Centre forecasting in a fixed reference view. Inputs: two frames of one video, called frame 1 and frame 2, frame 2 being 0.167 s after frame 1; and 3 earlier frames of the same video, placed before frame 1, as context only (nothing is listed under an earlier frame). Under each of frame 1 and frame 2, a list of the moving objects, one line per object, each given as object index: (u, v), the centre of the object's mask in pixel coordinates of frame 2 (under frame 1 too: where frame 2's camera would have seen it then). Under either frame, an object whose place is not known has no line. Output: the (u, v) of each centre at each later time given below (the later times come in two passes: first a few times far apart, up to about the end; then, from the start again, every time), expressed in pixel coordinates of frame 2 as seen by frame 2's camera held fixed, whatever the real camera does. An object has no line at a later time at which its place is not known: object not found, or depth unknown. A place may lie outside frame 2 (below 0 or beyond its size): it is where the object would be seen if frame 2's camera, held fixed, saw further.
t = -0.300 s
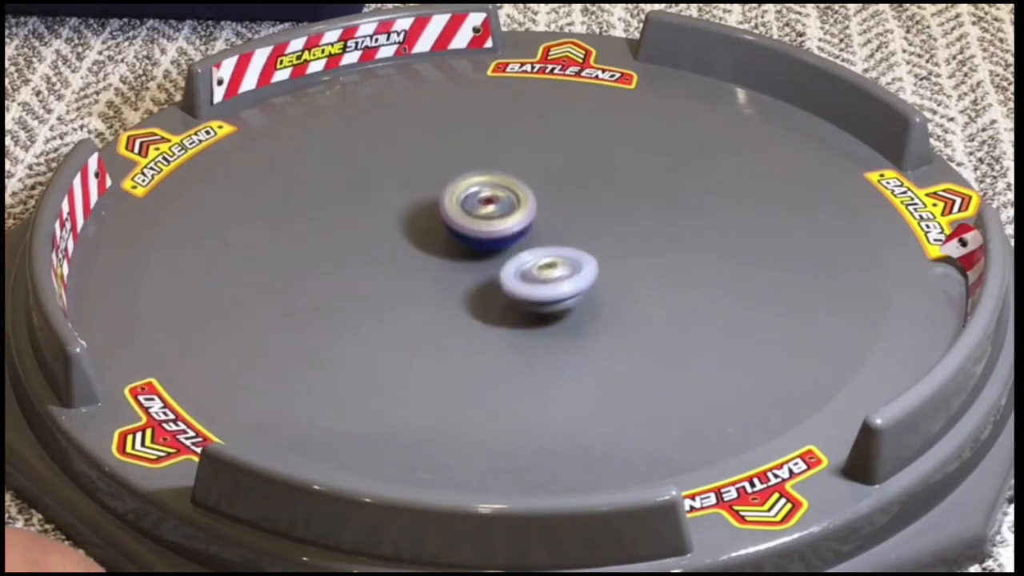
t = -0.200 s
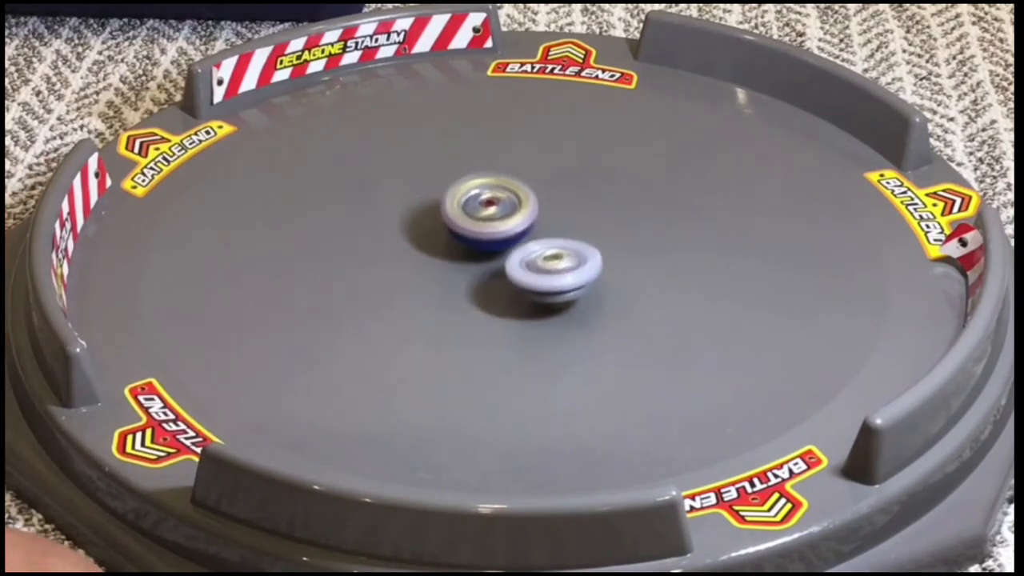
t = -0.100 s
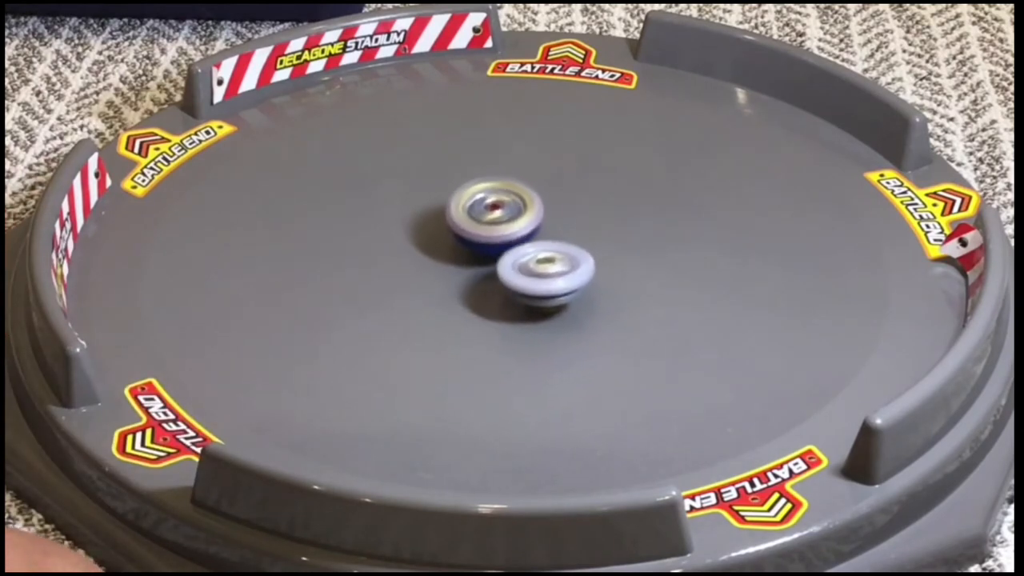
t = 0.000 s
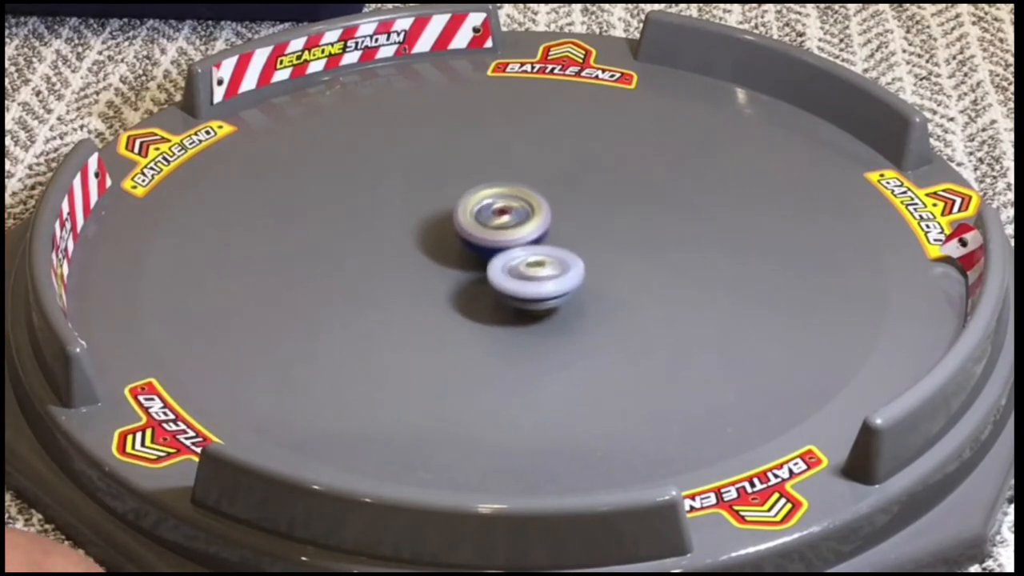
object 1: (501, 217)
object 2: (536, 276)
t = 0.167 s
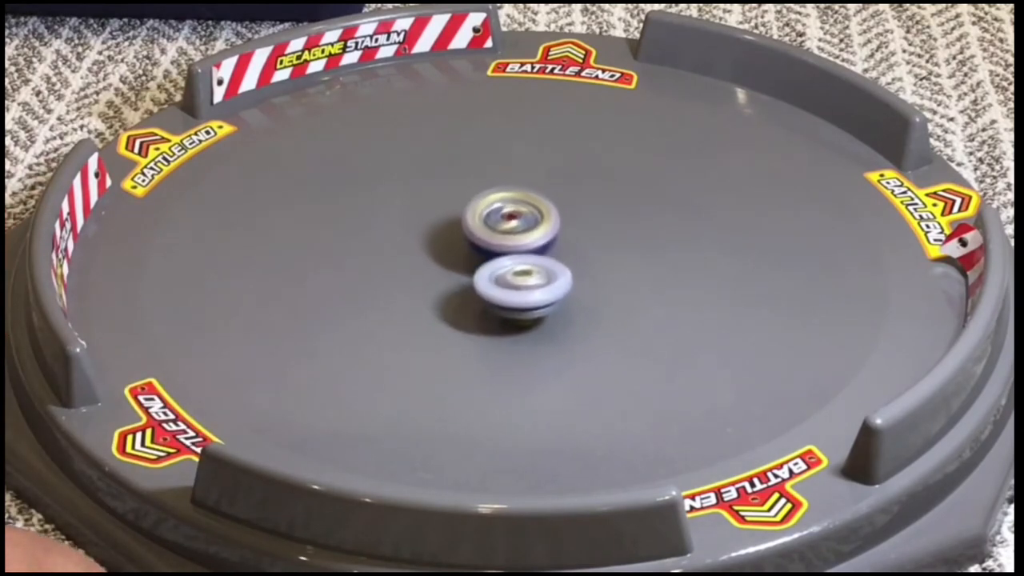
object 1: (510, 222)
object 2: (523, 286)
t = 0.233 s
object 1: (514, 224)
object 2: (515, 289)
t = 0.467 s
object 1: (525, 230)
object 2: (495, 290)
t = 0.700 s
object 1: (573, 199)
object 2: (436, 315)
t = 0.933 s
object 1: (578, 195)
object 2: (391, 315)
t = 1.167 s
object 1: (574, 202)
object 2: (357, 307)
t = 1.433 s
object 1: (563, 231)
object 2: (344, 290)
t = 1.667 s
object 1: (529, 267)
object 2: (356, 273)
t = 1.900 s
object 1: (517, 286)
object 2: (385, 258)
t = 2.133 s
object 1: (510, 288)
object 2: (426, 250)
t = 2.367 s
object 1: (514, 292)
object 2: (454, 235)
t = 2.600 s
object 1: (522, 300)
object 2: (490, 230)
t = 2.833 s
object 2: (515, 238)
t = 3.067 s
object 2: (546, 238)
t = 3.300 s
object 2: (566, 240)
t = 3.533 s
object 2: (551, 255)
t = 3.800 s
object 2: (530, 266)
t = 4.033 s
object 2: (507, 244)
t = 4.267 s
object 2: (474, 235)
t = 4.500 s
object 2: (454, 222)
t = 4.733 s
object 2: (451, 213)
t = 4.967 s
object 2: (461, 206)
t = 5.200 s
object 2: (488, 192)
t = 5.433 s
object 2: (505, 198)
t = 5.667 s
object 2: (517, 213)
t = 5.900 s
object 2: (524, 212)
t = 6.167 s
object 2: (522, 205)
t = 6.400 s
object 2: (510, 215)
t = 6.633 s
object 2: (493, 230)
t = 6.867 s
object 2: (478, 248)
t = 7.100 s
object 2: (454, 217)
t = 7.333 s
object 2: (421, 142)
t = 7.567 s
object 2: (418, 133)
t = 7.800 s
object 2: (435, 139)
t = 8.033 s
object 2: (459, 160)
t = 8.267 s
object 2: (483, 204)
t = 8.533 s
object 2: (478, 274)
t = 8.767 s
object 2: (447, 323)
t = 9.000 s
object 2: (397, 346)
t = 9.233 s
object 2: (374, 340)
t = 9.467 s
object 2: (373, 322)
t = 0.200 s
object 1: (512, 223)
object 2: (519, 287)
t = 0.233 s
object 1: (514, 224)
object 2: (515, 289)
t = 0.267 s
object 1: (516, 224)
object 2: (511, 291)
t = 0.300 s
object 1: (518, 224)
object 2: (507, 292)
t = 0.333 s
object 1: (519, 225)
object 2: (504, 292)
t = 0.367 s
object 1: (521, 226)
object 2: (501, 292)
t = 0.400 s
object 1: (522, 227)
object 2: (499, 292)
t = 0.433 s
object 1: (523, 228)
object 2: (497, 291)
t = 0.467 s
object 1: (525, 230)
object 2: (495, 290)
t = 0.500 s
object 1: (528, 230)
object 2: (490, 291)
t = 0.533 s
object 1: (536, 225)
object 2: (476, 300)
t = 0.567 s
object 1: (546, 217)
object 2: (465, 306)
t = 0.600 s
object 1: (555, 212)
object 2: (457, 310)
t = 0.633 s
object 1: (562, 206)
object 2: (449, 312)
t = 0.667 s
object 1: (568, 202)
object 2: (443, 313)
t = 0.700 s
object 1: (573, 199)
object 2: (436, 315)
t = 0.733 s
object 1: (577, 197)
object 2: (430, 315)
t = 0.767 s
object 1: (578, 196)
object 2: (423, 317)
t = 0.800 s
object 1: (580, 196)
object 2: (416, 317)
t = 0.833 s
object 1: (580, 195)
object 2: (410, 316)
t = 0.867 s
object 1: (580, 195)
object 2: (404, 316)
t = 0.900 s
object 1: (579, 195)
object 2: (397, 315)
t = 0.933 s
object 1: (578, 195)
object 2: (391, 315)
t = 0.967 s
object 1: (577, 196)
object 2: (385, 315)
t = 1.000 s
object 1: (576, 196)
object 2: (380, 314)
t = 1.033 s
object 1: (575, 197)
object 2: (375, 312)
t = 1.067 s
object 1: (574, 198)
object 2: (369, 312)
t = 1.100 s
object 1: (574, 199)
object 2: (365, 309)
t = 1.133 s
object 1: (573, 201)
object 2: (361, 308)
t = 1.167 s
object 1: (574, 202)
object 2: (357, 307)
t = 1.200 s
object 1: (573, 205)
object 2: (354, 304)
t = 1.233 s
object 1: (573, 208)
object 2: (351, 302)
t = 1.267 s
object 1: (573, 210)
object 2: (349, 300)
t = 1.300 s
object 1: (572, 214)
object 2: (347, 299)
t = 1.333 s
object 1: (572, 218)
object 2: (346, 296)
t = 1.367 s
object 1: (569, 222)
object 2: (345, 294)
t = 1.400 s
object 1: (567, 226)
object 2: (344, 292)
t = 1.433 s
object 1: (563, 231)
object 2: (344, 290)
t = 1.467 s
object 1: (558, 237)
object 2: (344, 287)
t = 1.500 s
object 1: (554, 242)
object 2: (346, 285)
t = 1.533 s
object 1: (548, 247)
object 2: (347, 282)
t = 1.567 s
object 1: (542, 252)
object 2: (348, 280)
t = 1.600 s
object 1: (537, 257)
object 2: (351, 278)
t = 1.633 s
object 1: (533, 262)
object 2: (353, 275)
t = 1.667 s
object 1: (529, 267)
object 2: (356, 273)
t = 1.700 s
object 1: (527, 270)
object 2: (359, 271)
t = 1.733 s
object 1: (524, 275)
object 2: (363, 268)
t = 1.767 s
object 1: (522, 278)
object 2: (367, 266)
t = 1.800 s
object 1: (520, 280)
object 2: (371, 264)
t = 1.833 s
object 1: (519, 283)
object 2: (375, 262)
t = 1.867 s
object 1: (518, 285)
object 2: (380, 260)
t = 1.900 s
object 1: (517, 286)
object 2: (385, 258)
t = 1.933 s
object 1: (516, 287)
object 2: (390, 256)
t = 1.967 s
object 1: (514, 288)
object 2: (396, 255)
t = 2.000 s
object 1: (513, 288)
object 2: (401, 253)
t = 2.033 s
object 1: (512, 288)
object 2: (407, 252)
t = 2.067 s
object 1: (511, 288)
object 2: (414, 251)
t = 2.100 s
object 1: (511, 288)
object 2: (420, 251)
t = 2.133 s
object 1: (510, 288)
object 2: (426, 250)
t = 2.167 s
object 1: (511, 289)
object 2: (430, 248)
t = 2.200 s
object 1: (513, 290)
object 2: (432, 244)
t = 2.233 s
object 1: (514, 291)
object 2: (435, 241)
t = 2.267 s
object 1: (514, 292)
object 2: (439, 238)
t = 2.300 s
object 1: (514, 292)
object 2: (444, 237)
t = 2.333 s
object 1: (514, 292)
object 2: (449, 236)
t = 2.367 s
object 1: (514, 292)
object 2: (454, 235)
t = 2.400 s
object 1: (515, 291)
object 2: (458, 235)
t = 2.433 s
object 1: (515, 291)
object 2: (463, 235)
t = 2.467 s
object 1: (515, 290)
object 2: (468, 235)
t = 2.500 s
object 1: (516, 290)
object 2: (473, 233)
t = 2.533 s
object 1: (518, 294)
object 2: (479, 231)
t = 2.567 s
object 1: (520, 297)
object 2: (485, 230)
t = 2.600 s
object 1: (522, 300)
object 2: (490, 230)
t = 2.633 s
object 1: (525, 302)
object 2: (495, 230)
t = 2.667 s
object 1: (525, 304)
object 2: (499, 231)
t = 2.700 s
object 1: (527, 306)
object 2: (504, 232)
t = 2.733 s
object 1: (528, 307)
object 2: (507, 233)
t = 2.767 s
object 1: (529, 307)
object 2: (510, 235)
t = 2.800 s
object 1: (530, 307)
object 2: (513, 236)
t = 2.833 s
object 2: (515, 238)
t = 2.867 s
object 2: (517, 239)
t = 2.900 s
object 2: (519, 240)
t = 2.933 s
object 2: (521, 241)
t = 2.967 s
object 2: (524, 240)
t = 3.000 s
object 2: (529, 241)
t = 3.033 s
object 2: (536, 240)
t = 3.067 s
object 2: (546, 238)
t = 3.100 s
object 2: (553, 236)
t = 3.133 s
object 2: (558, 234)
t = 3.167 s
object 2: (562, 234)
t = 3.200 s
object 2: (564, 234)
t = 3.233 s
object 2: (566, 236)
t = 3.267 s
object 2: (566, 237)
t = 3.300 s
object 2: (566, 240)
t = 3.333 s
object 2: (566, 242)
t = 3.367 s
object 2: (564, 244)
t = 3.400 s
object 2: (562, 246)
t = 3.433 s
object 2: (560, 249)
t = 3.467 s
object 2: (557, 251)
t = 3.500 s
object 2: (554, 253)
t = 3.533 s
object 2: (551, 255)
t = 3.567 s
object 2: (548, 257)
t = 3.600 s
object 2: (545, 259)
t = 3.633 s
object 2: (542, 260)
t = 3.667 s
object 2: (539, 262)
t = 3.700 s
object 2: (537, 264)
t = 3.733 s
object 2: (535, 265)
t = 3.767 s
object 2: (532, 267)
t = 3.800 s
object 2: (530, 266)
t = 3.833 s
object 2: (527, 266)
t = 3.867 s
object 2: (523, 265)
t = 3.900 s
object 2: (521, 259)
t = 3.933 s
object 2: (518, 251)
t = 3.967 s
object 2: (515, 249)
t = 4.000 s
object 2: (512, 246)
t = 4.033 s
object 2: (507, 244)
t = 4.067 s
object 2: (502, 243)
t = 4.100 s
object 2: (497, 242)
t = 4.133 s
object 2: (492, 240)
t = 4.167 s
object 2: (487, 239)
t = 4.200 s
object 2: (483, 238)
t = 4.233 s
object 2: (478, 236)
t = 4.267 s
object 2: (474, 235)
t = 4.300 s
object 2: (470, 233)
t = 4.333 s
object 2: (466, 231)
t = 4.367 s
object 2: (463, 229)
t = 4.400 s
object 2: (460, 228)
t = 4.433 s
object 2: (458, 226)
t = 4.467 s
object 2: (456, 224)
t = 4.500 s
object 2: (454, 222)
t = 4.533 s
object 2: (452, 221)
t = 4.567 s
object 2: (451, 219)
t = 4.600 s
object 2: (451, 218)
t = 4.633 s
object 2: (450, 216)
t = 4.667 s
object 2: (450, 215)
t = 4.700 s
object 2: (450, 214)
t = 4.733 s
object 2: (451, 213)
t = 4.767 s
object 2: (451, 212)
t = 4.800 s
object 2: (452, 212)
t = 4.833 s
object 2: (454, 209)
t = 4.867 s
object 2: (455, 208)
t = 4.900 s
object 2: (457, 208)
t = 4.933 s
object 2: (459, 207)
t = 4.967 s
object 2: (461, 206)
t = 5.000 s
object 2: (464, 204)
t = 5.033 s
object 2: (470, 199)
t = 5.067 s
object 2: (475, 196)
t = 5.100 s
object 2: (479, 193)
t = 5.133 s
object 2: (482, 193)
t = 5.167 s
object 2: (486, 192)
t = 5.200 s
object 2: (488, 192)
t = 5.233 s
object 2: (491, 193)
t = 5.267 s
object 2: (493, 193)
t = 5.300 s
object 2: (496, 194)
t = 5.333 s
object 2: (498, 195)
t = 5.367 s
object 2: (500, 196)
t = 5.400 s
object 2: (503, 197)
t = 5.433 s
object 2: (505, 198)
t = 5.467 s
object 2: (507, 200)
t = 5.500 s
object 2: (510, 202)
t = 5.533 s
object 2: (511, 204)
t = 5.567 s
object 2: (513, 207)
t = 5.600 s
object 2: (515, 209)
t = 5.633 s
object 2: (516, 211)
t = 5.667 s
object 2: (517, 213)
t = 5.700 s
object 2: (517, 214)
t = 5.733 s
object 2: (518, 213)
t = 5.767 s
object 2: (521, 211)
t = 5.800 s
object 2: (523, 211)
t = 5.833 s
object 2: (524, 213)
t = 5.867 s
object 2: (523, 215)
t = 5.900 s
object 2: (524, 212)
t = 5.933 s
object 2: (524, 208)
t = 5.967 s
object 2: (524, 204)
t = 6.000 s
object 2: (524, 202)
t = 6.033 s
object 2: (524, 201)
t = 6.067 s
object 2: (524, 201)
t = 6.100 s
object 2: (523, 202)
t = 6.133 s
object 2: (523, 203)
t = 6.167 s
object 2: (522, 205)
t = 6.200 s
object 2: (520, 206)
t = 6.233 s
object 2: (519, 208)
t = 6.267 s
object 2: (517, 209)
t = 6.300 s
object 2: (516, 210)
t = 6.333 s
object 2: (514, 212)
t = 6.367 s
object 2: (512, 213)
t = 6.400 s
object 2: (510, 215)
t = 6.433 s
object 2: (508, 217)
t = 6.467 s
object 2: (506, 219)
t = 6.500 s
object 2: (504, 221)
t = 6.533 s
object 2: (501, 223)
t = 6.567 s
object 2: (499, 225)
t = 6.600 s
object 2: (496, 228)
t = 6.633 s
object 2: (493, 230)
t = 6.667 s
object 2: (491, 233)
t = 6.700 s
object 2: (488, 235)
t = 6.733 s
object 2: (486, 238)
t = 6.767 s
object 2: (484, 241)
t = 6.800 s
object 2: (481, 243)
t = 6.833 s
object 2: (480, 246)
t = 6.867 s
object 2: (478, 248)
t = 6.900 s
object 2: (476, 250)
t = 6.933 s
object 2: (474, 252)
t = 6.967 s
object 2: (472, 253)
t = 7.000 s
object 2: (470, 254)
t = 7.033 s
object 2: (468, 254)
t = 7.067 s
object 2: (463, 237)
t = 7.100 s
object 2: (454, 217)
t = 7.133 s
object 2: (445, 197)
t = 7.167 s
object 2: (439, 181)
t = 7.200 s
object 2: (434, 168)
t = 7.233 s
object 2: (430, 159)
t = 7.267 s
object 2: (427, 152)
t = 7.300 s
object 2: (424, 146)
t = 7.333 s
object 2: (421, 142)
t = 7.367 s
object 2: (418, 139)
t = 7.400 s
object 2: (417, 136)
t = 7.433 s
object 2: (416, 134)
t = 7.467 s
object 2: (416, 133)
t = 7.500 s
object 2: (416, 133)
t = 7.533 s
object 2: (417, 133)
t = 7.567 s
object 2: (418, 133)
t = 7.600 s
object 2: (420, 133)
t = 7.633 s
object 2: (421, 133)
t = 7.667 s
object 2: (423, 134)
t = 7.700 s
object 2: (426, 134)
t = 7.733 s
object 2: (428, 136)
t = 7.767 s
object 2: (432, 137)
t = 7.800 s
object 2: (435, 139)
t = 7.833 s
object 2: (438, 141)
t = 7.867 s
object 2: (442, 143)
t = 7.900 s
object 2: (445, 146)
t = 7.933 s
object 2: (449, 149)
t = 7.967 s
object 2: (452, 152)
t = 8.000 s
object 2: (455, 156)
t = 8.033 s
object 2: (459, 160)
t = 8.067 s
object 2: (463, 165)
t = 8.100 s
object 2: (466, 170)
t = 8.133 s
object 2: (471, 175)
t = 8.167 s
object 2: (475, 181)
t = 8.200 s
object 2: (478, 189)
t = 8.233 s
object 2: (481, 196)
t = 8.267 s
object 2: (483, 204)
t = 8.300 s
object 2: (485, 212)
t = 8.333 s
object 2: (485, 221)
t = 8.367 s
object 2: (486, 230)
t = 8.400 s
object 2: (485, 239)
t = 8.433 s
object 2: (483, 249)
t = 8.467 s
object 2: (482, 258)
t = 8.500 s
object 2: (480, 266)
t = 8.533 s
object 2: (478, 274)
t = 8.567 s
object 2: (475, 283)
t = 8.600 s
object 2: (472, 290)
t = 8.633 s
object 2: (469, 297)
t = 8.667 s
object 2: (465, 304)
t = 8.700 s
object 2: (461, 311)
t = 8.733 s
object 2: (454, 317)
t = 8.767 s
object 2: (447, 323)
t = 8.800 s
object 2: (440, 328)
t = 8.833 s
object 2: (432, 334)
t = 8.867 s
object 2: (424, 338)
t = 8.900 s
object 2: (417, 341)
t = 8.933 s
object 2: (410, 344)
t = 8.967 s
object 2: (403, 345)
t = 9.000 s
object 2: (397, 346)
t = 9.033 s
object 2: (392, 347)
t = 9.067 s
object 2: (387, 347)
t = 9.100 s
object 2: (383, 347)
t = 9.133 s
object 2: (380, 346)
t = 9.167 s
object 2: (377, 344)
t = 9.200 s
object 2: (376, 343)
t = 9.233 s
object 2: (374, 340)
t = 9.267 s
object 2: (373, 338)
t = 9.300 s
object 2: (372, 336)
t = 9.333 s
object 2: (372, 333)
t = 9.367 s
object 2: (371, 331)
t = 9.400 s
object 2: (372, 327)
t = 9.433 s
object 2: (372, 324)
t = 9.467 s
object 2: (373, 322)
